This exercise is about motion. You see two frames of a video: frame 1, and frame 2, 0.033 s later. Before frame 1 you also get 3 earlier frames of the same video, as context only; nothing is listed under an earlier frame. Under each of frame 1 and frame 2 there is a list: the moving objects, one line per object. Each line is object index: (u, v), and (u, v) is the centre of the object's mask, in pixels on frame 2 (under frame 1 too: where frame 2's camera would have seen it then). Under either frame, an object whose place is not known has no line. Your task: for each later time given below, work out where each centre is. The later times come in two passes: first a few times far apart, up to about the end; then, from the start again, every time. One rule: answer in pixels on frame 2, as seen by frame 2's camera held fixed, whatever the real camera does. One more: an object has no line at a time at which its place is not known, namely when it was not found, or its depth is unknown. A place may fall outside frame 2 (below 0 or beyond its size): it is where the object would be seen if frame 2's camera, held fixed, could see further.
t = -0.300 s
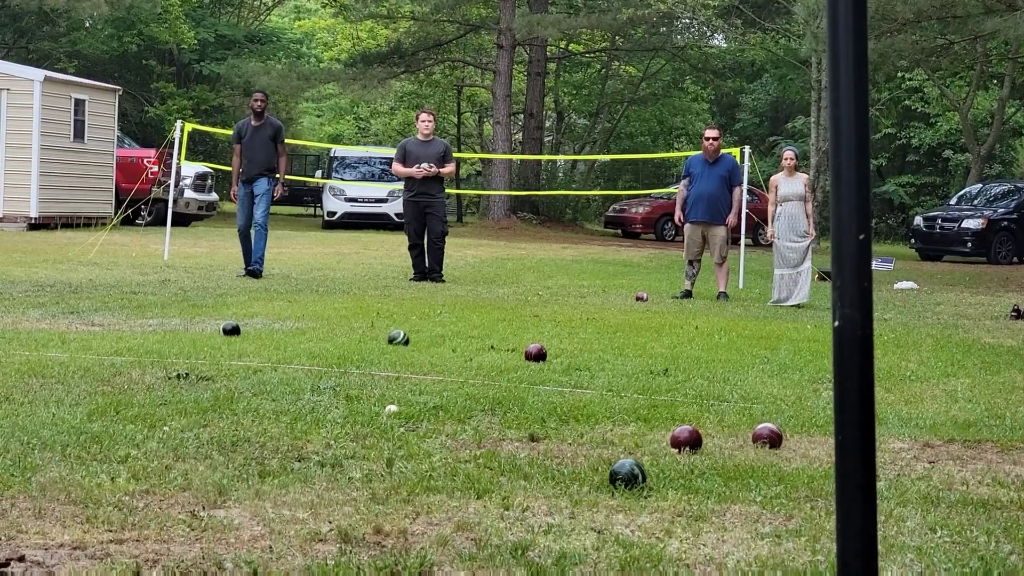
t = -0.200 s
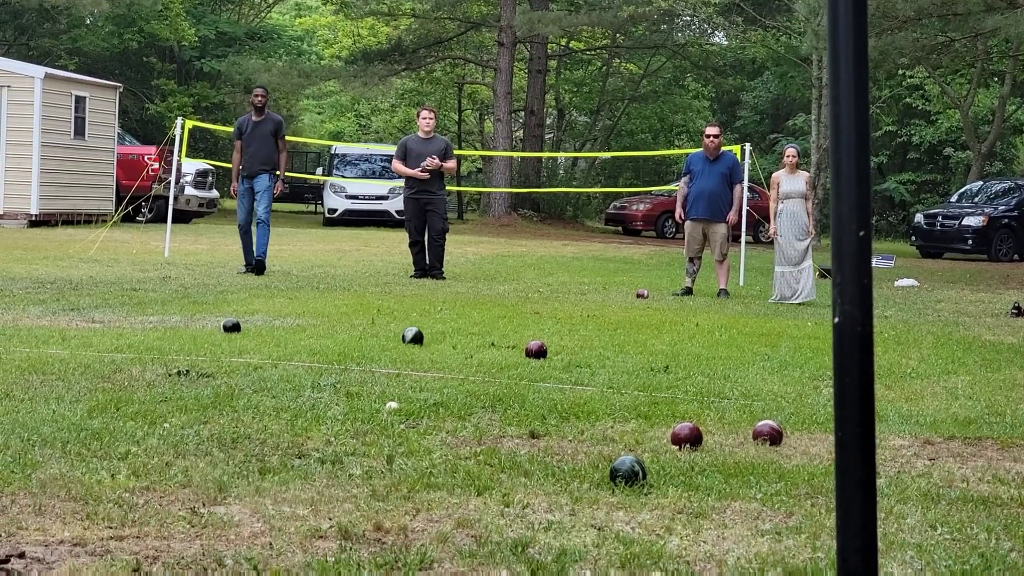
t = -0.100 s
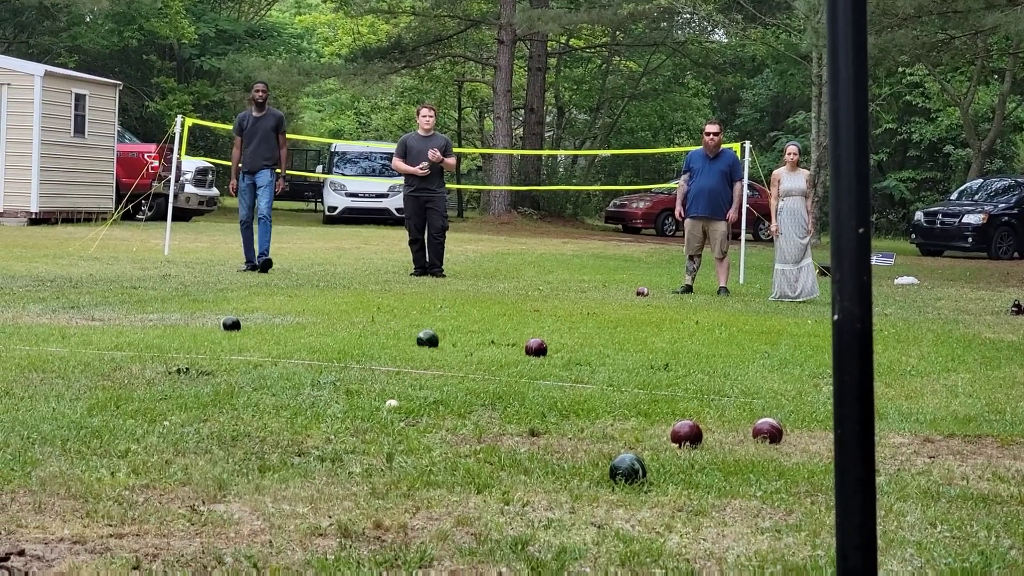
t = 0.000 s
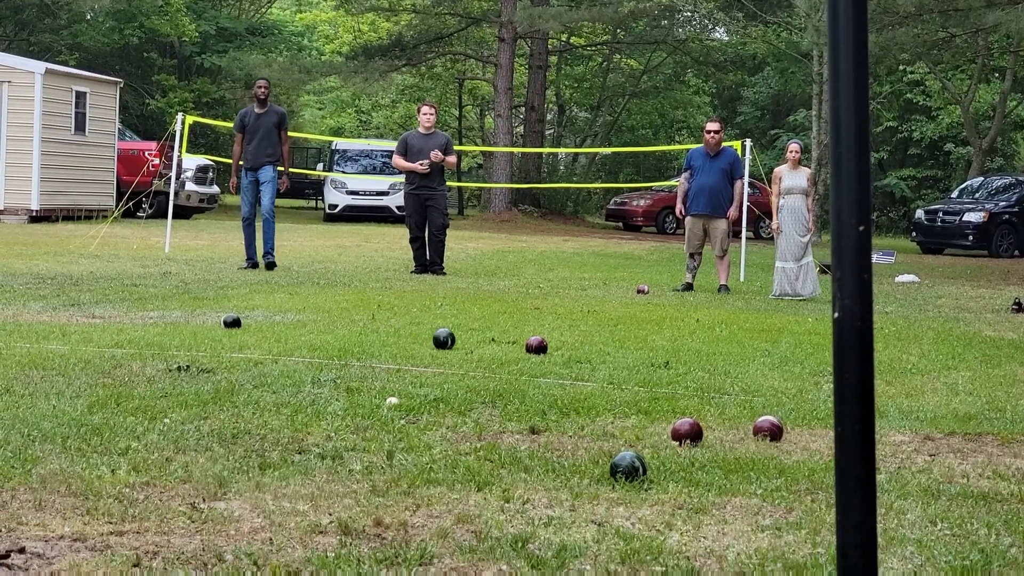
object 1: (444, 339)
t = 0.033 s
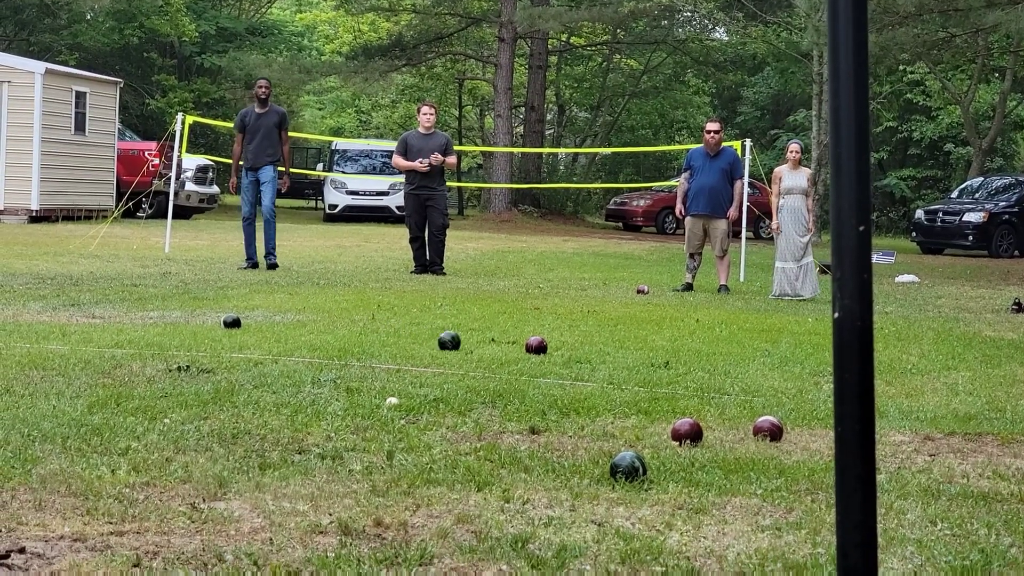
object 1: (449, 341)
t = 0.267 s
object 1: (490, 351)
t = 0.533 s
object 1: (541, 362)
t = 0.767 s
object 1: (584, 374)
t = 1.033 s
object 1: (634, 384)
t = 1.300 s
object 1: (682, 394)
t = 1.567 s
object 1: (723, 399)
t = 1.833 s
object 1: (753, 405)
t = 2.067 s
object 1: (762, 405)
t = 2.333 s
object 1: (762, 406)
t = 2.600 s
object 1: (762, 406)
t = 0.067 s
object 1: (455, 343)
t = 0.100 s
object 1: (460, 345)
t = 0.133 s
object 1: (466, 346)
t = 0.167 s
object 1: (472, 347)
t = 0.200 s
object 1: (478, 349)
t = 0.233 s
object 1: (484, 351)
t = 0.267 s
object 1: (490, 351)
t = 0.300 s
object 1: (496, 352)
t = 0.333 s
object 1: (503, 355)
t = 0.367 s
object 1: (509, 358)
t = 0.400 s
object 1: (516, 358)
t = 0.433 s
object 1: (522, 359)
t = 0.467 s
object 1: (529, 361)
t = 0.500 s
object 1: (535, 361)
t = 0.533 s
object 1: (541, 362)
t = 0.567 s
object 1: (547, 364)
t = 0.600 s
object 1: (554, 367)
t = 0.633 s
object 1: (560, 370)
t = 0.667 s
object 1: (566, 370)
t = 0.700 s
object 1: (572, 370)
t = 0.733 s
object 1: (577, 372)
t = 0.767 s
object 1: (584, 374)
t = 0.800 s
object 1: (590, 375)
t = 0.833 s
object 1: (596, 376)
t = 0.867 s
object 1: (603, 377)
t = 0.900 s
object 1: (609, 379)
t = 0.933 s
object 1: (616, 380)
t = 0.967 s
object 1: (622, 382)
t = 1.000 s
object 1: (628, 383)
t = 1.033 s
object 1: (634, 384)
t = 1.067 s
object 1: (640, 385)
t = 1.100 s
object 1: (646, 386)
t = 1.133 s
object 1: (652, 388)
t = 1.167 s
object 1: (658, 390)
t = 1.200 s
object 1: (664, 392)
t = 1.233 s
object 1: (671, 393)
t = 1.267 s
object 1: (676, 393)
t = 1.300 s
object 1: (682, 394)
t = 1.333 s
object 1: (688, 395)
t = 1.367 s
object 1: (694, 395)
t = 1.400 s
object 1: (699, 396)
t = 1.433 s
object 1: (705, 397)
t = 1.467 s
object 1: (711, 397)
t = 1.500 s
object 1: (716, 398)
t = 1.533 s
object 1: (719, 398)
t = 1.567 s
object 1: (723, 399)
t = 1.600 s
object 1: (728, 401)
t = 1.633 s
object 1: (733, 402)
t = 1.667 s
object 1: (737, 403)
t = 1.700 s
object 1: (741, 403)
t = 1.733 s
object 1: (744, 404)
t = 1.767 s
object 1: (747, 404)
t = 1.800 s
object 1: (750, 405)
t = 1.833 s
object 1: (753, 405)
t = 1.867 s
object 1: (755, 404)
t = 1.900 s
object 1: (757, 405)
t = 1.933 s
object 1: (758, 405)
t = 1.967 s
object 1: (760, 405)
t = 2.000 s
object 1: (761, 405)
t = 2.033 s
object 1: (761, 405)
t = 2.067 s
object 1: (762, 405)
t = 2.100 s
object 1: (762, 405)
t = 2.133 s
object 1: (763, 405)
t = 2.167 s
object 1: (763, 406)
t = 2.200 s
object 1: (763, 406)
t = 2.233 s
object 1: (763, 406)
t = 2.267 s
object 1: (763, 406)
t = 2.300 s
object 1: (763, 406)
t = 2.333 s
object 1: (762, 406)
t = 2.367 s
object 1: (762, 406)
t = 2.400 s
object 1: (762, 406)
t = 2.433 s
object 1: (762, 406)
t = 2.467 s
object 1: (762, 406)
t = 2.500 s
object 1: (762, 406)
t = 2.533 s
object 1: (762, 406)
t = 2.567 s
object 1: (762, 406)
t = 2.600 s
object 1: (762, 406)
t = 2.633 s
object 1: (762, 405)
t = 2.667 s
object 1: (762, 405)
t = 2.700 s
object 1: (762, 405)
